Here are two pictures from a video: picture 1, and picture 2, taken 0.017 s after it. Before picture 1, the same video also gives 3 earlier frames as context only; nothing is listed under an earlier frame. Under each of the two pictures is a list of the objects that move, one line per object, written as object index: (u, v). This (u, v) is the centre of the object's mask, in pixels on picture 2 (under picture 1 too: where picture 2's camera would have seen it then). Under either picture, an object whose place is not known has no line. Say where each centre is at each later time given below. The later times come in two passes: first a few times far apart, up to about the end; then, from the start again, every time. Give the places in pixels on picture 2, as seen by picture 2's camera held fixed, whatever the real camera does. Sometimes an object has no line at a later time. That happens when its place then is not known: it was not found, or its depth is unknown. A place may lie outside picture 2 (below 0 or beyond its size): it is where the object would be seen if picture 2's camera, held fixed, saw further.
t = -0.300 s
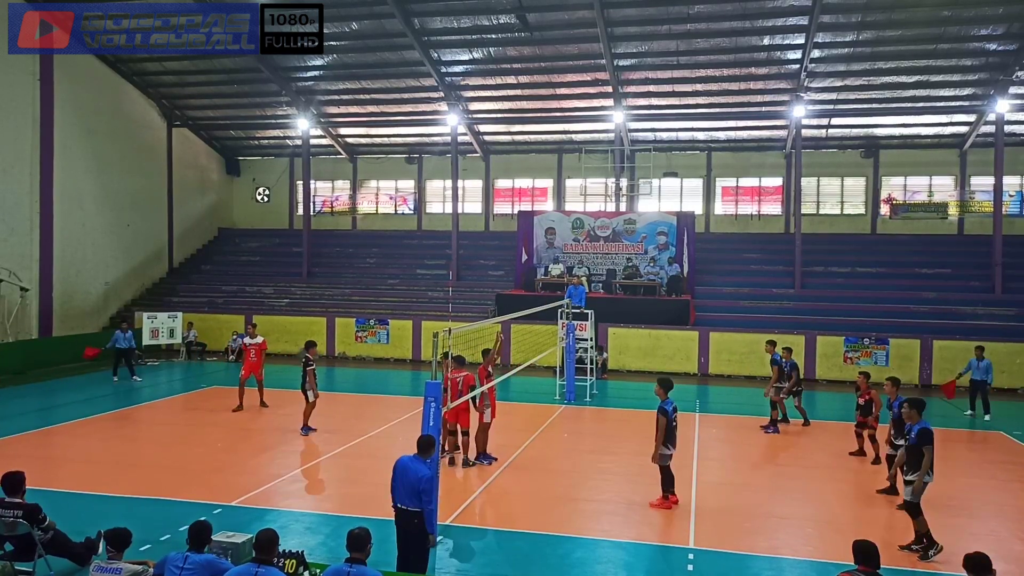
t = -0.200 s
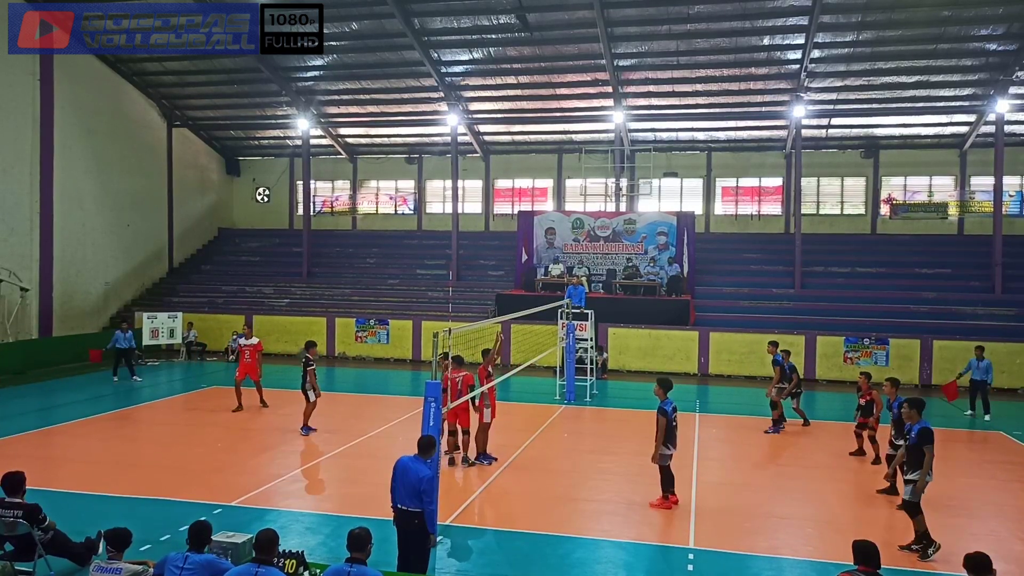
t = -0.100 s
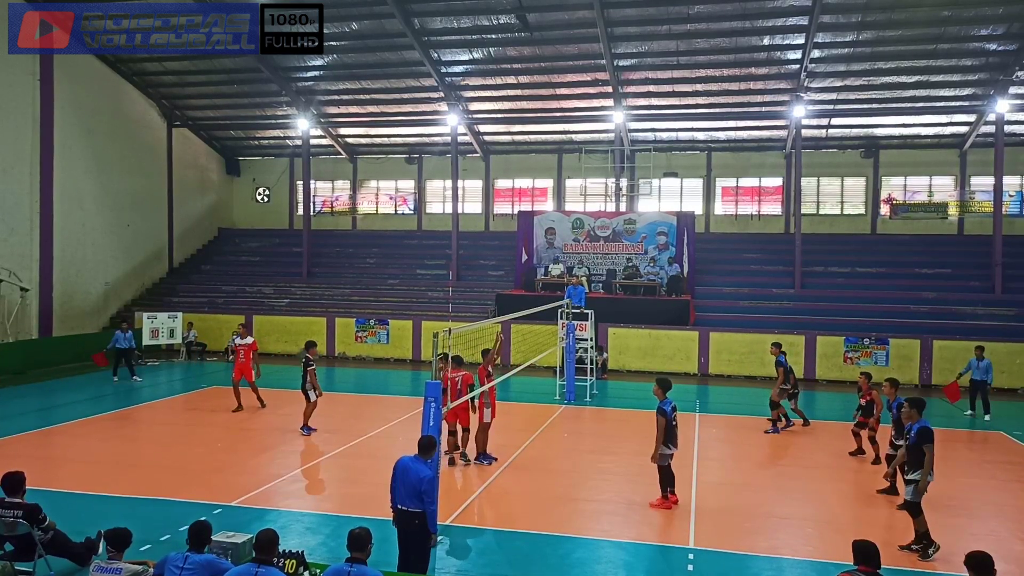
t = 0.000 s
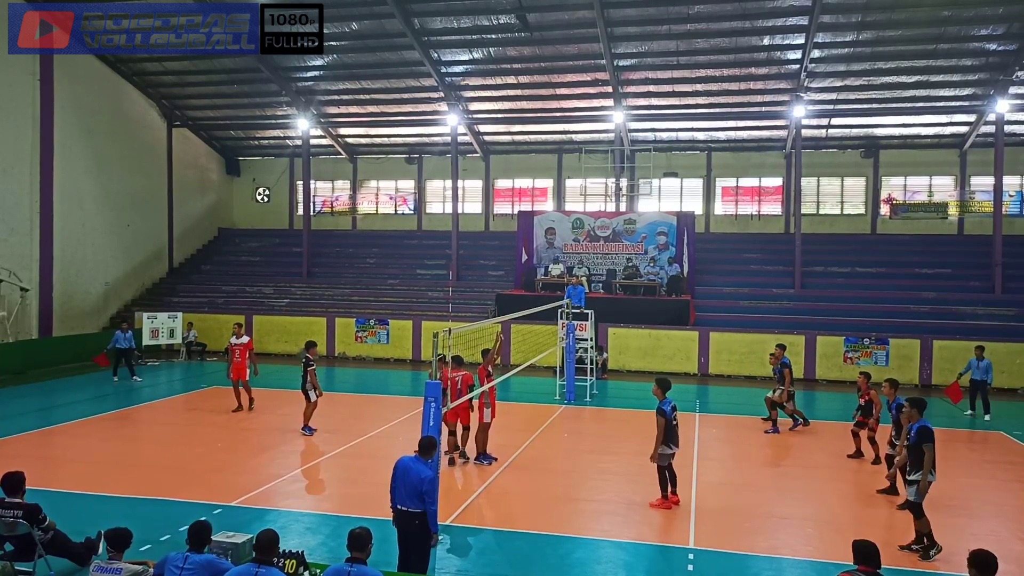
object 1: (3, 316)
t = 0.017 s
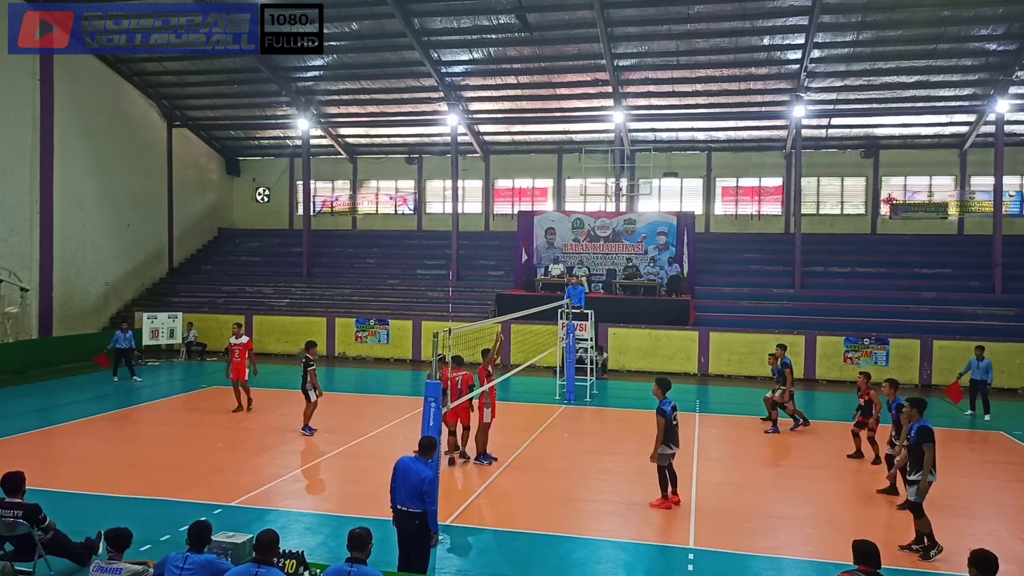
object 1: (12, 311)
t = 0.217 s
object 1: (181, 273)
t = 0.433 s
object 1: (365, 257)
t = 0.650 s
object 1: (538, 268)
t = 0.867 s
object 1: (712, 312)
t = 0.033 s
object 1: (26, 307)
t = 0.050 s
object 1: (40, 304)
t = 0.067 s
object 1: (53, 300)
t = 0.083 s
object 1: (68, 296)
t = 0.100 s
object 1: (82, 293)
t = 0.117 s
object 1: (96, 289)
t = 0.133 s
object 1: (111, 285)
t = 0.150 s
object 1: (125, 282)
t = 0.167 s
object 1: (139, 279)
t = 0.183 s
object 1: (155, 277)
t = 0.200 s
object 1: (168, 275)
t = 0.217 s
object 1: (181, 273)
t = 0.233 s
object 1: (196, 271)
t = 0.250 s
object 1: (210, 269)
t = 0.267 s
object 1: (224, 267)
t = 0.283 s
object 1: (239, 265)
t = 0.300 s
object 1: (253, 264)
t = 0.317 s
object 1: (267, 262)
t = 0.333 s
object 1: (282, 260)
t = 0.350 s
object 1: (295, 259)
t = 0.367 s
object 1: (308, 258)
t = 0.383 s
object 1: (323, 258)
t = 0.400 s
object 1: (337, 257)
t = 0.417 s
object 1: (350, 257)
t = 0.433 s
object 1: (365, 257)
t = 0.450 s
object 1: (378, 256)
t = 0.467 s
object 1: (391, 256)
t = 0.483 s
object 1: (406, 256)
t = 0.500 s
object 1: (419, 257)
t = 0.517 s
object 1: (433, 258)
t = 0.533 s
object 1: (447, 258)
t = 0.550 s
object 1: (459, 259)
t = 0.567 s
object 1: (473, 260)
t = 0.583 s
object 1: (487, 261)
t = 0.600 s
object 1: (500, 263)
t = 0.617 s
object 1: (512, 265)
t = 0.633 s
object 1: (528, 268)
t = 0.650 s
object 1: (538, 268)
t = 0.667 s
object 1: (555, 271)
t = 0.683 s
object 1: (567, 273)
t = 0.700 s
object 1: (579, 273)
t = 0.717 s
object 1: (592, 276)
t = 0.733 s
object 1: (608, 283)
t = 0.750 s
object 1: (620, 286)
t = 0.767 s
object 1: (632, 289)
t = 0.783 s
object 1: (646, 292)
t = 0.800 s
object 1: (659, 295)
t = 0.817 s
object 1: (673, 300)
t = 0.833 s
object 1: (687, 304)
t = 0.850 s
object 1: (699, 308)
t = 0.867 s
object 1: (712, 312)
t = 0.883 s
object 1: (726, 317)
